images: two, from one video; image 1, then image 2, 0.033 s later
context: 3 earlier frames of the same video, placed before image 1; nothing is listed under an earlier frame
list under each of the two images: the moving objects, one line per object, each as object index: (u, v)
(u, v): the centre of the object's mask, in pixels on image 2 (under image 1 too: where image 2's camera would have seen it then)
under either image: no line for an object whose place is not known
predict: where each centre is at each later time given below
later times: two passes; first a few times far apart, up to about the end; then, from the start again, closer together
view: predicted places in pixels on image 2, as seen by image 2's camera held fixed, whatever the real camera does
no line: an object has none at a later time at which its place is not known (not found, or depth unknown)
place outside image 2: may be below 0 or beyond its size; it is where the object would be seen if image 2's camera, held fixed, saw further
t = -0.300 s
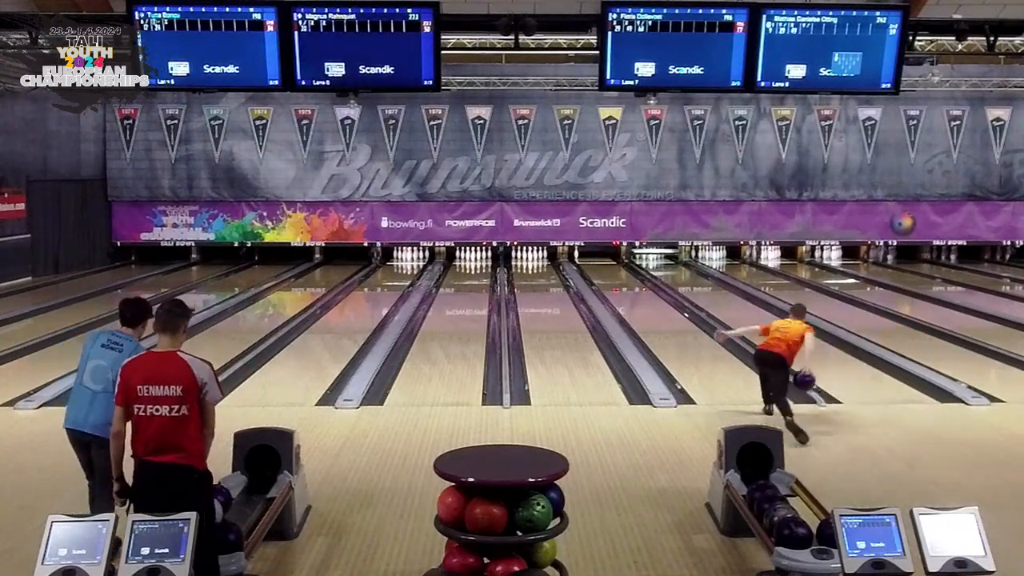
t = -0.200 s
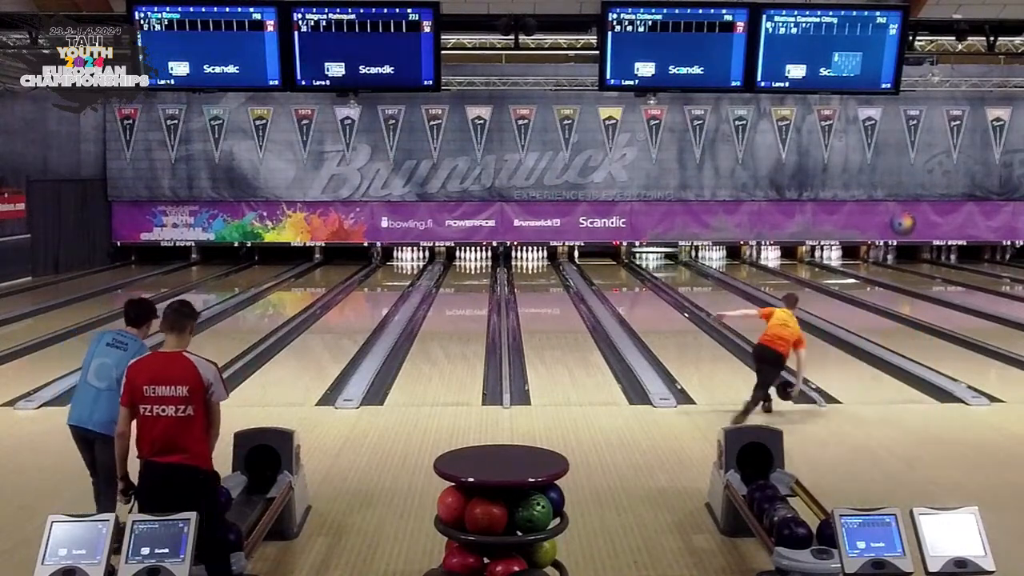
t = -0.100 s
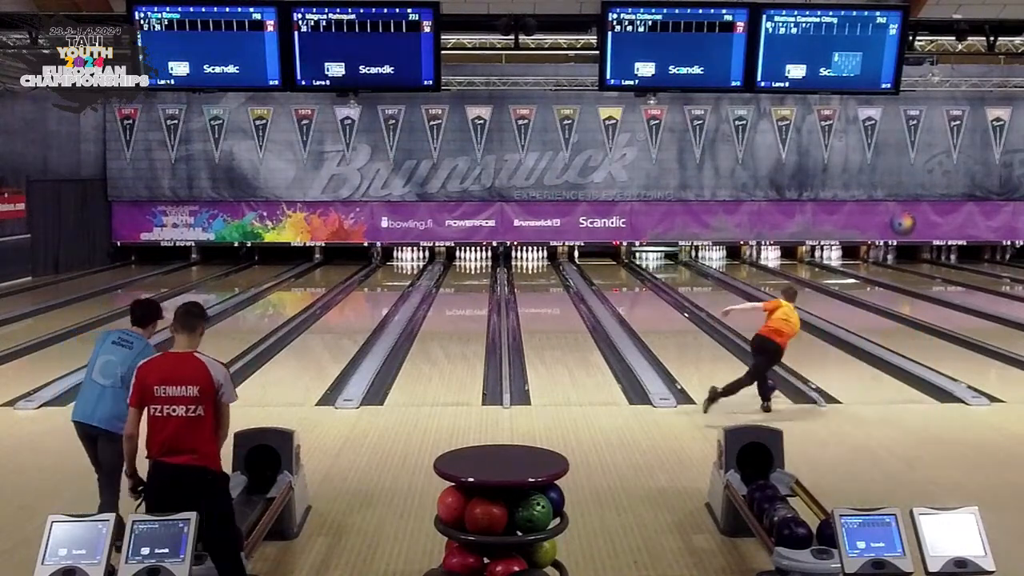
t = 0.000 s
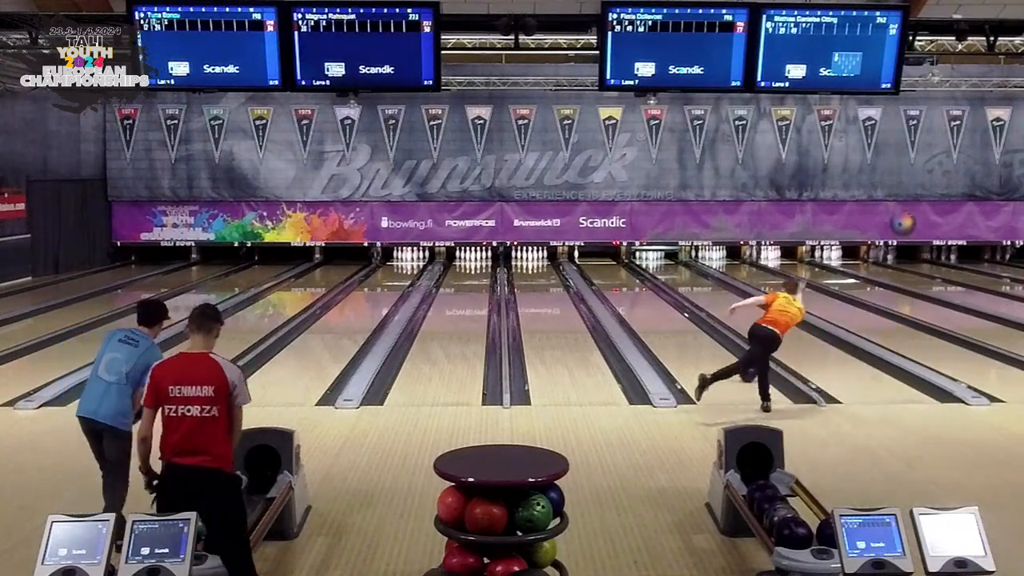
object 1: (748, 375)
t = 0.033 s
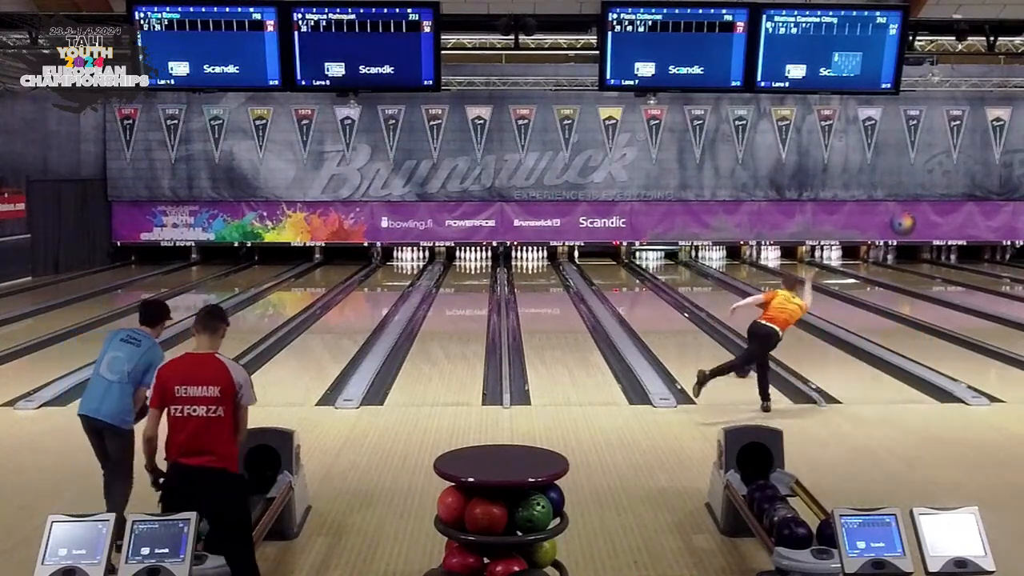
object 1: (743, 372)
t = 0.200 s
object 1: (716, 350)
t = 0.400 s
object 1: (692, 331)
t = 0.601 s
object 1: (678, 321)
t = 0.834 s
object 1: (652, 302)
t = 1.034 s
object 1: (638, 292)
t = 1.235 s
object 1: (625, 283)
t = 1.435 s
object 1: (614, 276)
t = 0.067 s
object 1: (738, 370)
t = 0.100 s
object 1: (732, 368)
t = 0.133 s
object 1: (724, 354)
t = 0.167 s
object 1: (721, 353)
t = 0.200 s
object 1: (716, 350)
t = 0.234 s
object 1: (712, 347)
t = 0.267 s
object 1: (707, 344)
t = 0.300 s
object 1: (703, 340)
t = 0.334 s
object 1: (699, 337)
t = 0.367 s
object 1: (695, 334)
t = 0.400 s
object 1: (692, 331)
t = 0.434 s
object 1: (688, 329)
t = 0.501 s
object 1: (688, 329)
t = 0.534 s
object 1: (685, 326)
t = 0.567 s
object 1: (681, 324)
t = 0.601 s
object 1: (678, 321)
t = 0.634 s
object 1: (675, 319)
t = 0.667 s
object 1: (671, 316)
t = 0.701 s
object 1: (665, 312)
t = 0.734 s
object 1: (660, 308)
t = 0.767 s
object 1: (657, 306)
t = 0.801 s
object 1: (654, 304)
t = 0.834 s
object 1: (652, 302)
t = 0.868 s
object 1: (649, 300)
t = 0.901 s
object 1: (647, 299)
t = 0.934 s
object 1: (645, 297)
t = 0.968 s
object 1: (642, 295)
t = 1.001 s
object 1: (640, 294)
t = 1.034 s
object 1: (638, 292)
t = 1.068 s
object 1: (636, 291)
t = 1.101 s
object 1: (634, 289)
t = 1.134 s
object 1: (631, 288)
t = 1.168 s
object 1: (629, 287)
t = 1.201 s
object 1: (627, 285)
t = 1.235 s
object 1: (625, 283)
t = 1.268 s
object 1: (623, 282)
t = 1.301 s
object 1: (622, 281)
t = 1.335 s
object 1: (620, 280)
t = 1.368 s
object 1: (618, 278)
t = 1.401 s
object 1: (616, 277)
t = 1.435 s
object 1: (614, 276)
